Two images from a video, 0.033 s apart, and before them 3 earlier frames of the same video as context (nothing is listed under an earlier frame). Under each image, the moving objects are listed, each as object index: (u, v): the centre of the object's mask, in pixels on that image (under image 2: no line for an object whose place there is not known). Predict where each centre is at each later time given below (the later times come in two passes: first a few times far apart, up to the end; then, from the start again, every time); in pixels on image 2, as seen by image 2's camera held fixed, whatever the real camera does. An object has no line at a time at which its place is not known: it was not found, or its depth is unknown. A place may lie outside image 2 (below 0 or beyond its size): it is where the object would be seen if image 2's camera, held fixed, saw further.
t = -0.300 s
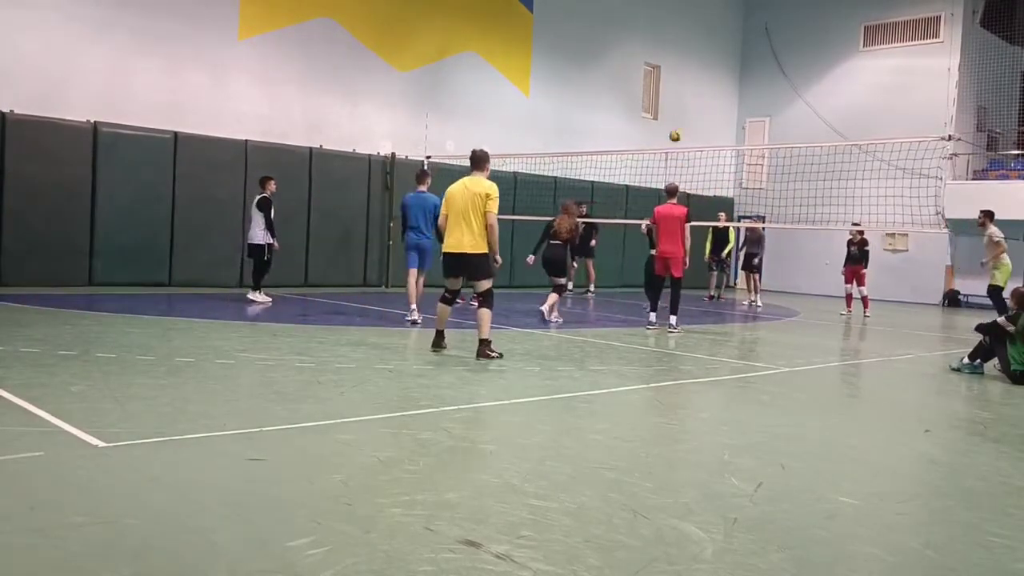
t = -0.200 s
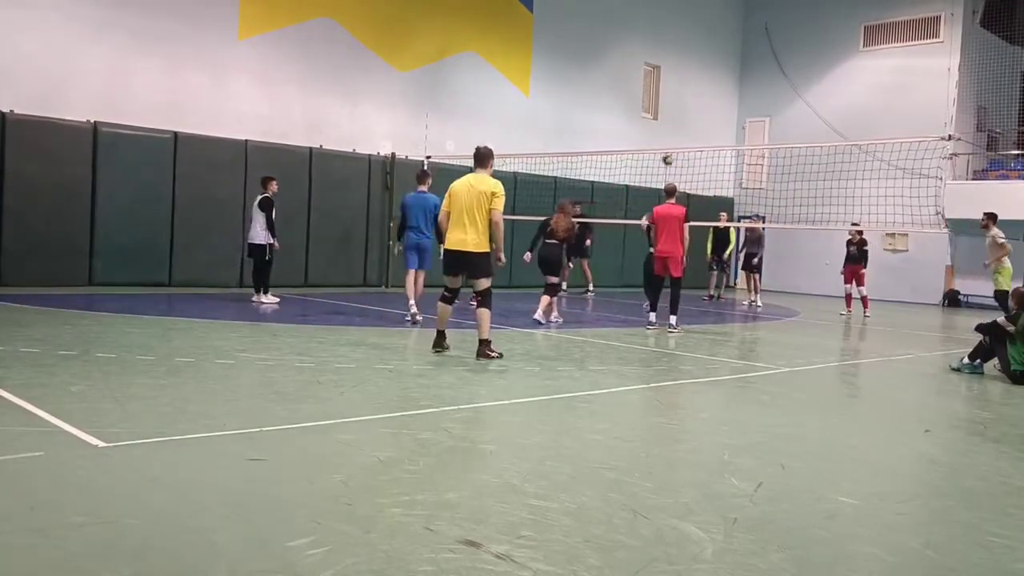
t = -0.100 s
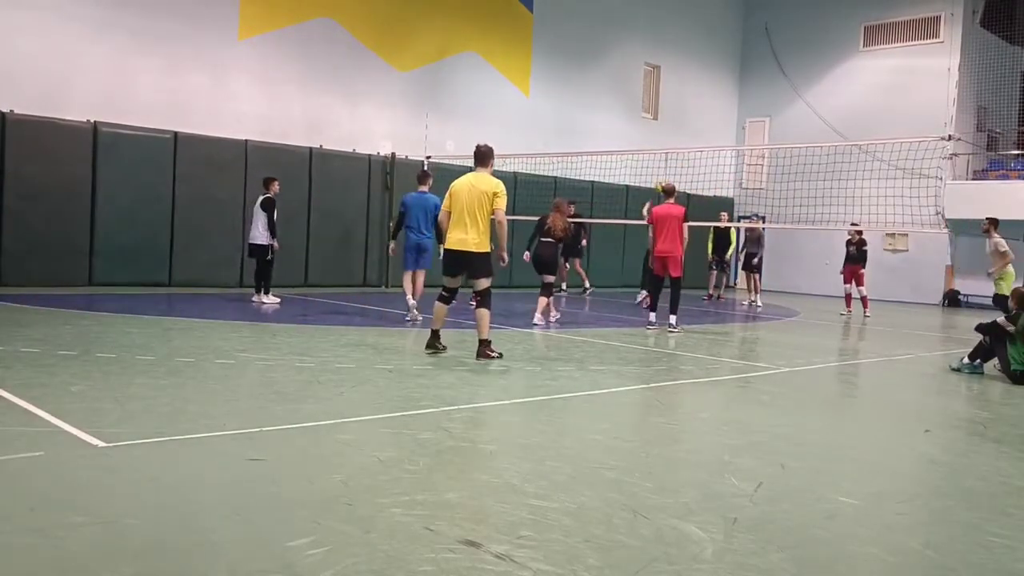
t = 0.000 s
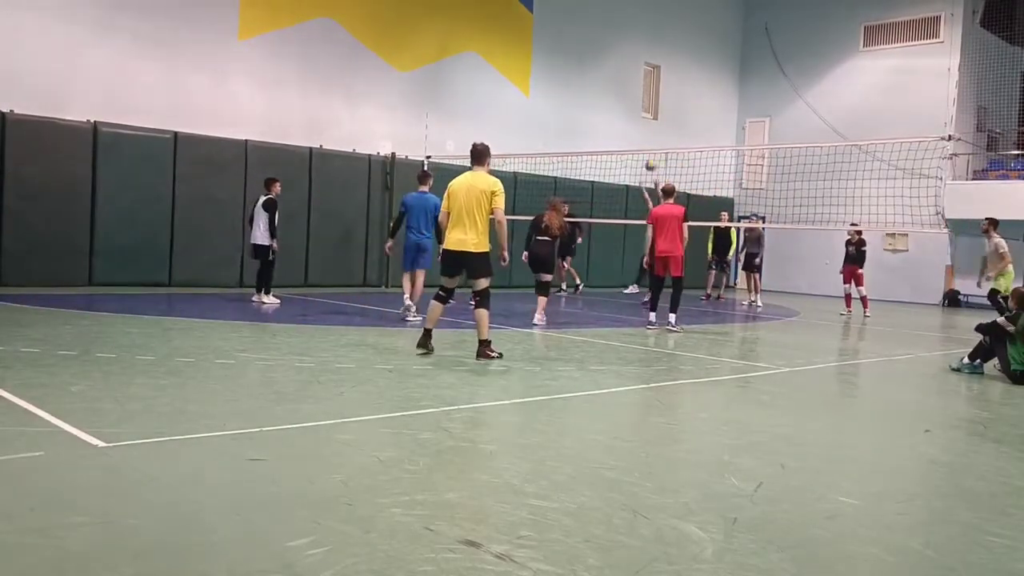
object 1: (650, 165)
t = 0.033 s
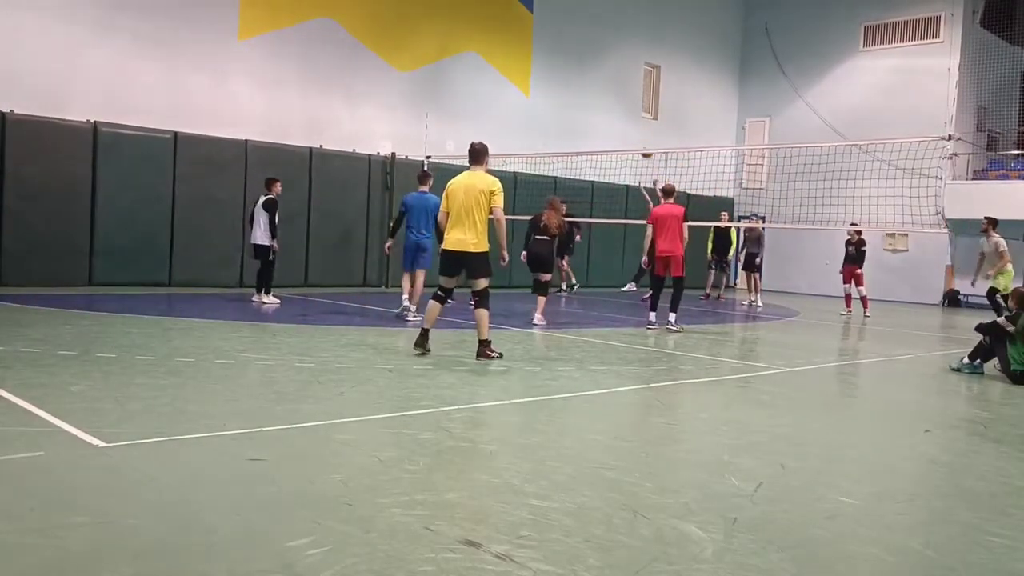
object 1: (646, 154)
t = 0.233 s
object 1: (625, 92)
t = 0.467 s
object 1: (599, 54)
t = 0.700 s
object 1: (572, 46)
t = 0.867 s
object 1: (554, 58)
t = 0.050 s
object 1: (645, 145)
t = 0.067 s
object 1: (643, 140)
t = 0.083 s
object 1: (642, 135)
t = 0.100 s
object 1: (640, 129)
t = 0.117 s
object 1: (638, 124)
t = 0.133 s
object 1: (636, 119)
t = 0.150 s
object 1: (634, 115)
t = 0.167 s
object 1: (632, 110)
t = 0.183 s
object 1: (630, 105)
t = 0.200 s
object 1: (628, 101)
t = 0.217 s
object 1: (627, 96)
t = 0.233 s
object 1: (625, 92)
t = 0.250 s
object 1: (623, 88)
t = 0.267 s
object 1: (622, 84)
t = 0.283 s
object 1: (620, 81)
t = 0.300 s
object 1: (617, 78)
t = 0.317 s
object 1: (616, 74)
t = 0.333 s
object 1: (614, 72)
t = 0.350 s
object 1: (611, 69)
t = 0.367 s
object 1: (609, 66)
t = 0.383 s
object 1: (608, 64)
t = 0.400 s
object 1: (606, 61)
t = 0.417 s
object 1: (604, 59)
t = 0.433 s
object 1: (602, 57)
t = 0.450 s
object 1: (601, 55)
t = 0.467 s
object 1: (599, 54)
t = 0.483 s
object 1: (597, 52)
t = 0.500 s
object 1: (595, 50)
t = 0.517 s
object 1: (593, 49)
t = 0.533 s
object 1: (591, 48)
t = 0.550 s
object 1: (589, 47)
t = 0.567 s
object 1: (588, 46)
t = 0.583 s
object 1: (586, 46)
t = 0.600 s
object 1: (584, 46)
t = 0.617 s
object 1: (583, 46)
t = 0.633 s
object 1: (581, 46)
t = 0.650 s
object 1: (579, 46)
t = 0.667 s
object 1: (577, 45)
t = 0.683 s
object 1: (576, 46)
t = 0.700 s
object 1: (572, 46)
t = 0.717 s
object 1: (570, 47)
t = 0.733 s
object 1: (569, 48)
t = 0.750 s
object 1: (567, 49)
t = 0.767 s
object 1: (565, 50)
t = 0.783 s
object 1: (564, 51)
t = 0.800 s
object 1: (562, 52)
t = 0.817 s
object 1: (561, 53)
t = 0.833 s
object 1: (558, 55)
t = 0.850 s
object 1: (556, 57)
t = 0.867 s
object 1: (554, 58)
